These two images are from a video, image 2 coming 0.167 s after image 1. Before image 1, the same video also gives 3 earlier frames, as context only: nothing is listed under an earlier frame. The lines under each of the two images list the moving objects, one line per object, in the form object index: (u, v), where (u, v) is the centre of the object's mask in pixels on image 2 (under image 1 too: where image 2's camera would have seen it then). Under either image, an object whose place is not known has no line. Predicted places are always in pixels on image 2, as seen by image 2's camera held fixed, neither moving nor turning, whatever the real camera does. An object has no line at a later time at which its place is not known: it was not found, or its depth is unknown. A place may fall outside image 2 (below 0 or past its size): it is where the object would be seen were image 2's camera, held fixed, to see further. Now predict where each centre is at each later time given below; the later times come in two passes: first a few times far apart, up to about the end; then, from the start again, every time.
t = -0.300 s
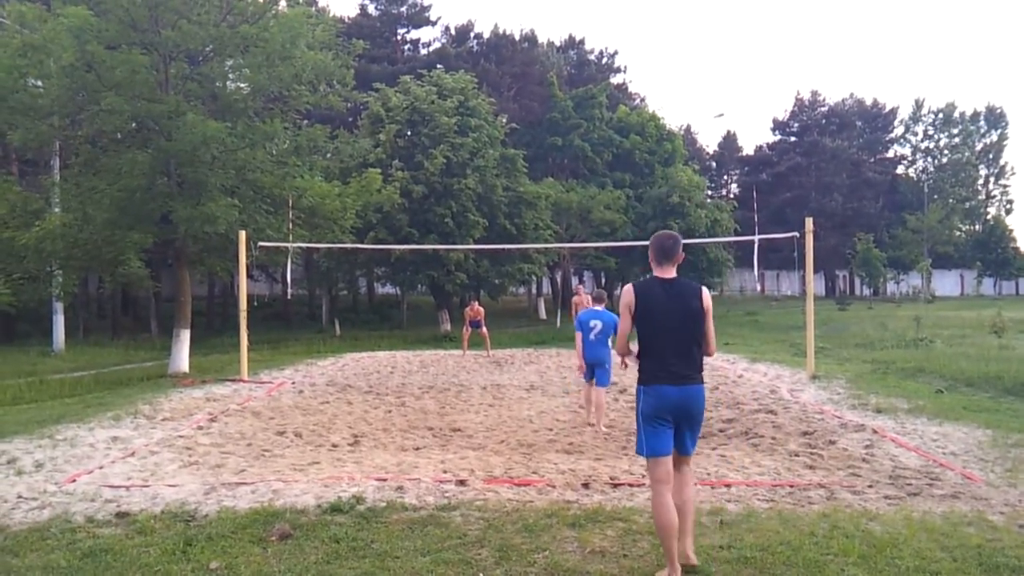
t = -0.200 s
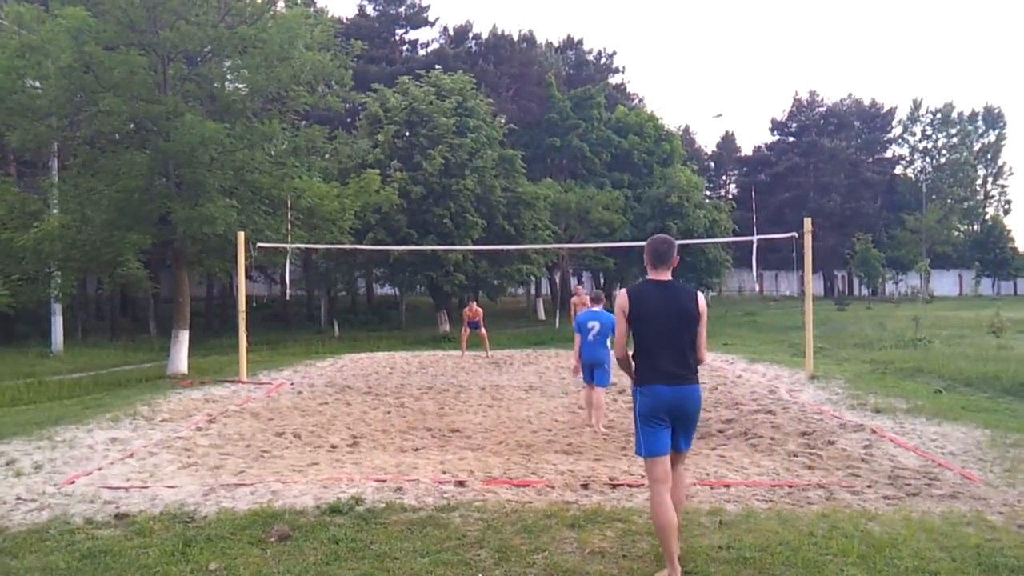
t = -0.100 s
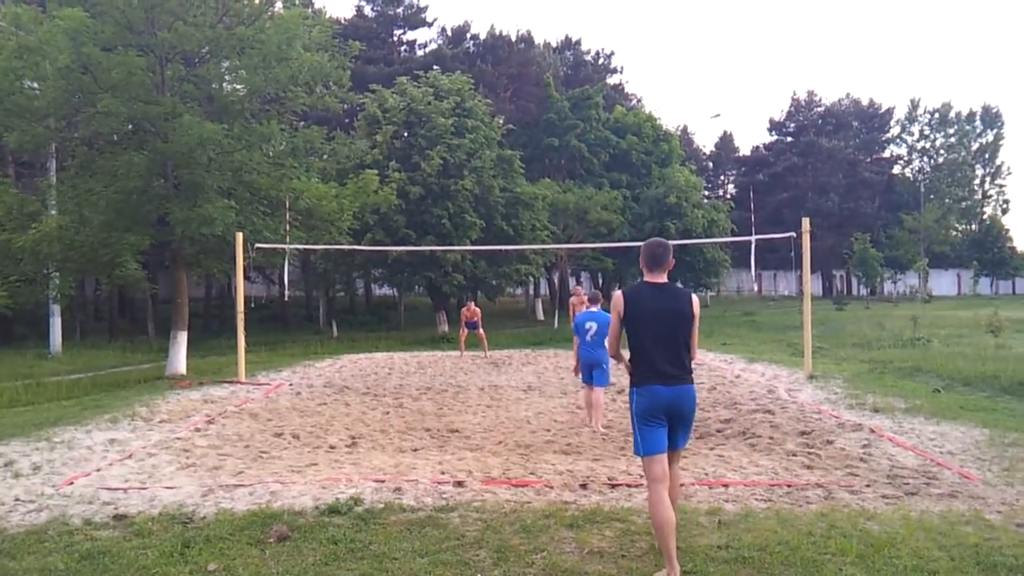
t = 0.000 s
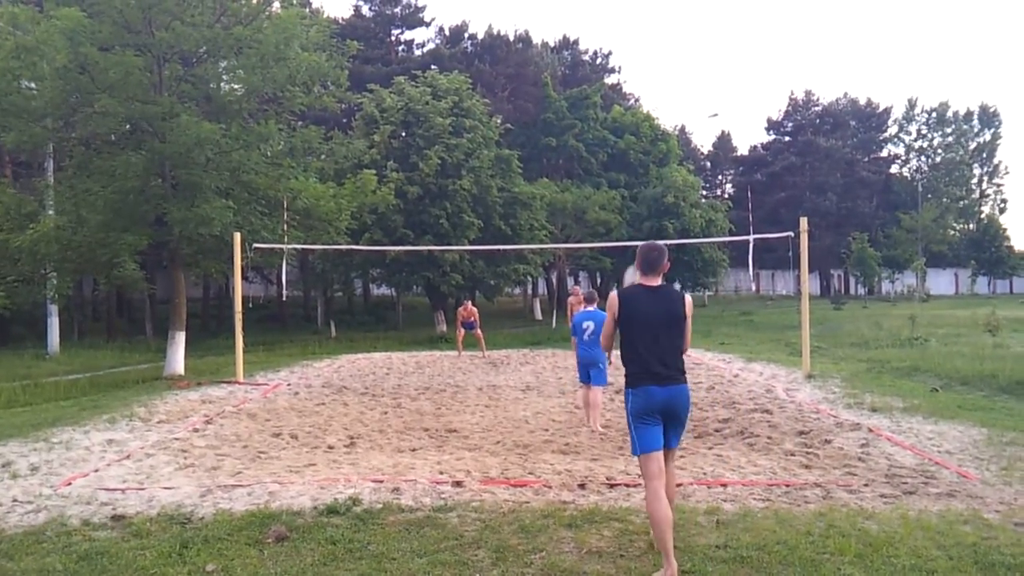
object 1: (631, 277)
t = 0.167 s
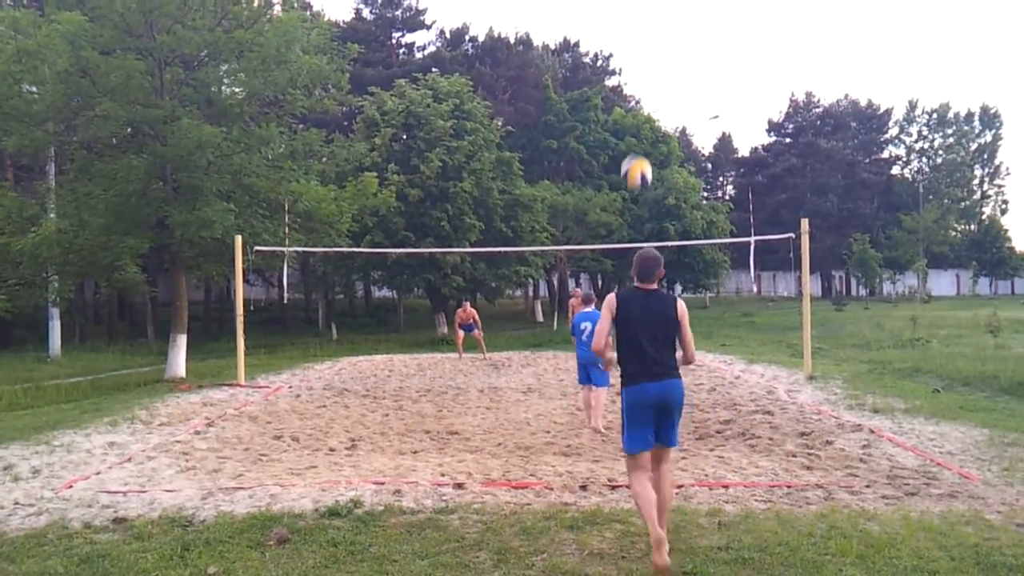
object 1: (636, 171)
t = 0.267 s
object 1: (634, 126)
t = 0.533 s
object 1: (626, 75)
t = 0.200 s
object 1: (635, 155)
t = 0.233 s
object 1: (635, 140)
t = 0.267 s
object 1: (634, 126)
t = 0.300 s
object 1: (632, 113)
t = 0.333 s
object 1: (630, 105)
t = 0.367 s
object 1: (629, 96)
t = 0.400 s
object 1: (630, 91)
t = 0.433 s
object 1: (628, 85)
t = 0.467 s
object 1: (627, 79)
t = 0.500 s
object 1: (626, 76)
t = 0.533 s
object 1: (626, 75)
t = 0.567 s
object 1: (625, 75)
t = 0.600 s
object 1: (625, 76)
